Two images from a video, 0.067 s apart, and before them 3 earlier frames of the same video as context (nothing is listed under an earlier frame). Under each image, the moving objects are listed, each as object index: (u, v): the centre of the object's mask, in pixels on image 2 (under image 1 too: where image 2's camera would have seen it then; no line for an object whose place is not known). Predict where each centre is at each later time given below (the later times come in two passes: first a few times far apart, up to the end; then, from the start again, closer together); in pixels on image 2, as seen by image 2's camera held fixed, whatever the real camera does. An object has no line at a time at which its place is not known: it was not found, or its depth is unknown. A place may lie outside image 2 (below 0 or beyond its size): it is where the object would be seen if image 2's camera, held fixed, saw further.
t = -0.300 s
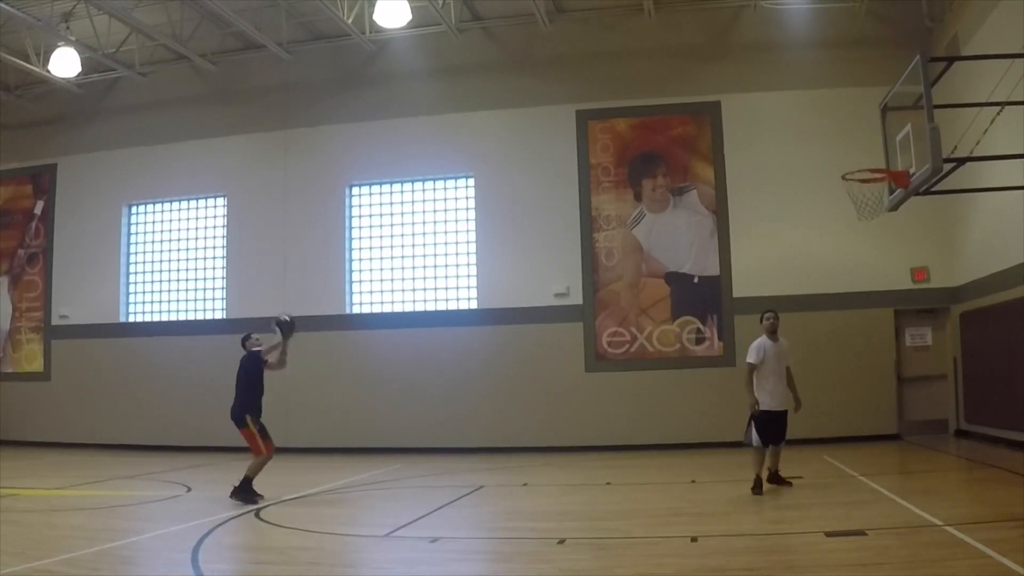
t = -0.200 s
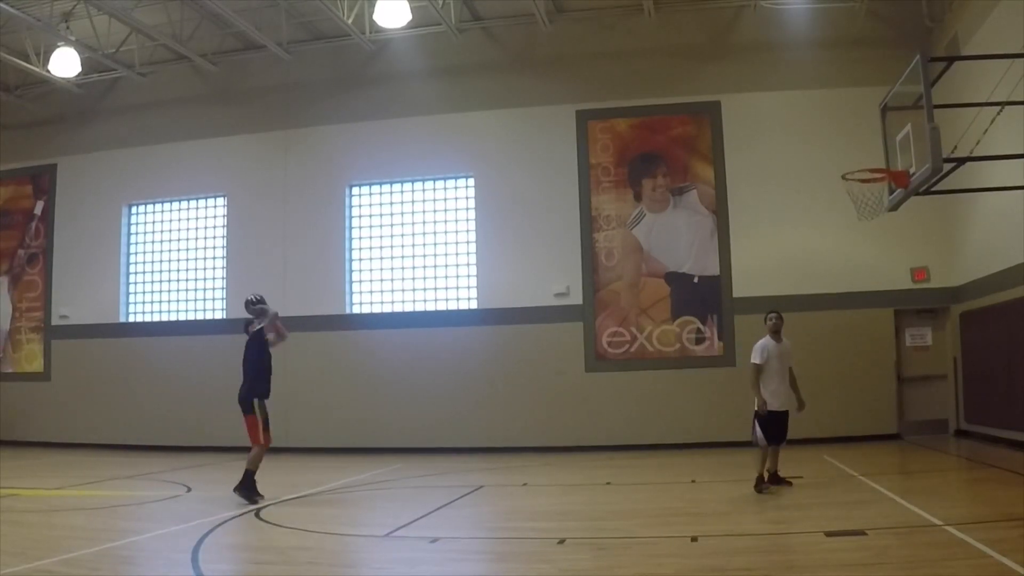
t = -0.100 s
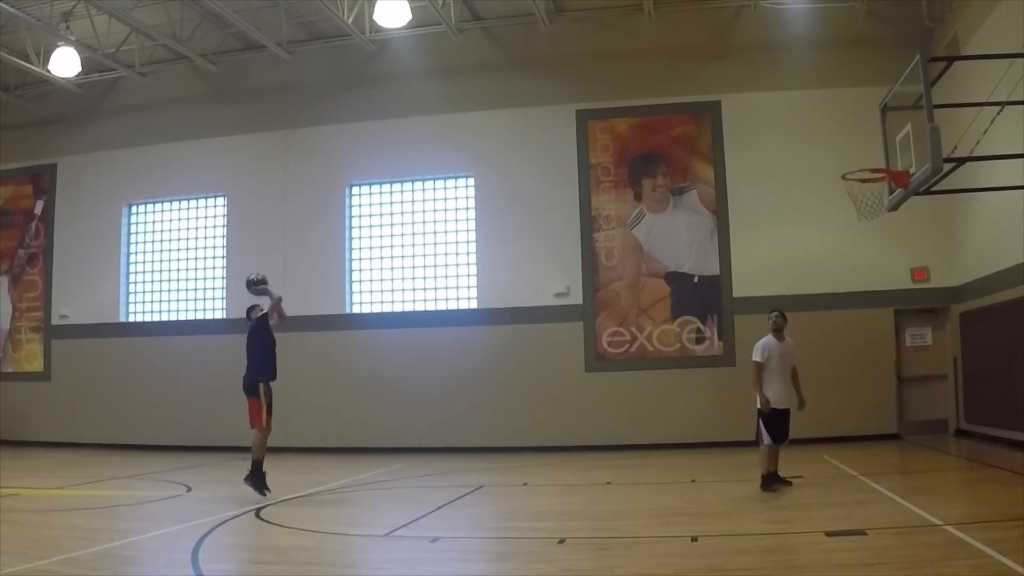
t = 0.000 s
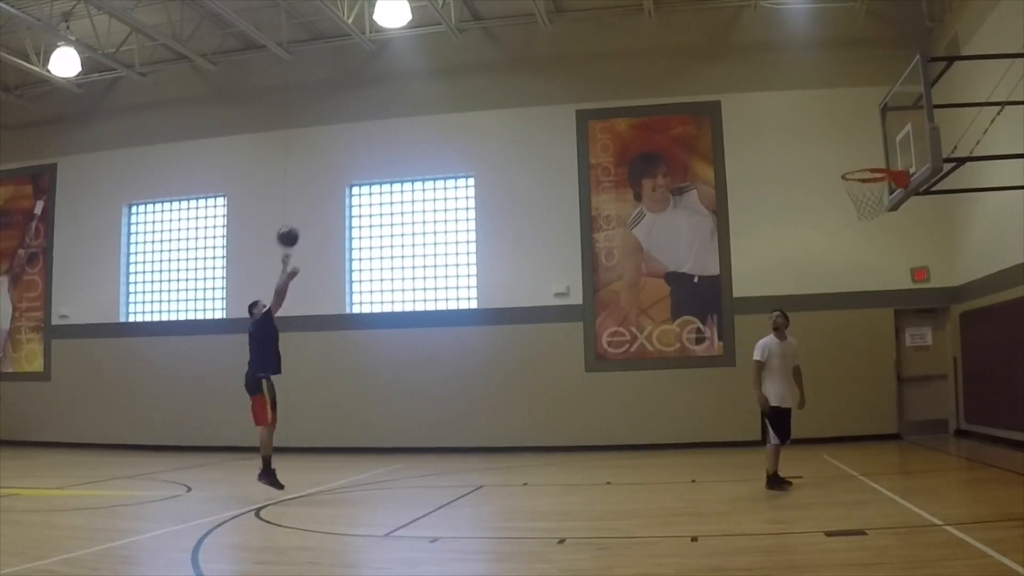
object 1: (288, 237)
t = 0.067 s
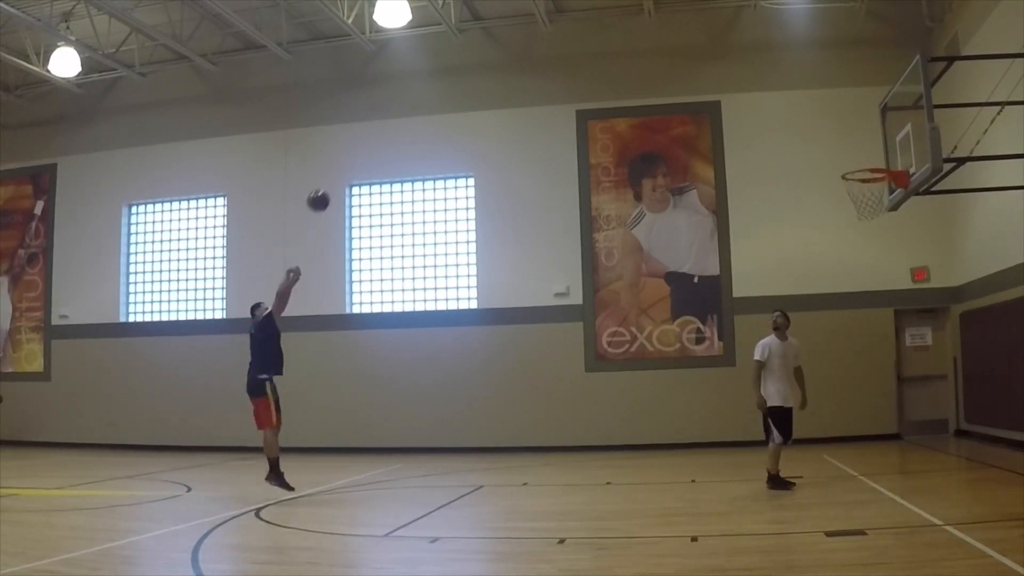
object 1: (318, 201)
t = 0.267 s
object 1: (413, 116)
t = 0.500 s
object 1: (527, 61)
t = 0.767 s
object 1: (662, 60)
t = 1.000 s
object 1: (787, 116)
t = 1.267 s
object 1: (875, 200)
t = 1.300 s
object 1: (872, 208)
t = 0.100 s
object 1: (334, 184)
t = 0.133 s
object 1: (349, 169)
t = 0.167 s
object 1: (365, 154)
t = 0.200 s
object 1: (381, 140)
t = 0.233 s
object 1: (397, 128)
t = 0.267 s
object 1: (413, 116)
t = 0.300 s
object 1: (429, 105)
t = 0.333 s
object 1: (445, 96)
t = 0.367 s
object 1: (461, 86)
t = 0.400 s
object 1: (477, 78)
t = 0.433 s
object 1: (493, 72)
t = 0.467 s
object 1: (510, 66)
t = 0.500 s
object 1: (527, 61)
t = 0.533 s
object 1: (544, 58)
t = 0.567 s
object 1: (560, 54)
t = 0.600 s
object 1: (577, 53)
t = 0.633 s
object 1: (593, 53)
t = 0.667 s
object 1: (610, 53)
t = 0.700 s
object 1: (627, 54)
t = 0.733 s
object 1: (645, 56)
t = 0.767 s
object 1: (662, 60)
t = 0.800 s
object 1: (680, 65)
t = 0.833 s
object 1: (698, 71)
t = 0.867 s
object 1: (716, 78)
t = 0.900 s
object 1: (733, 85)
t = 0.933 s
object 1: (751, 95)
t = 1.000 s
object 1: (787, 116)
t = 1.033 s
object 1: (806, 129)
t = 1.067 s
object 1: (824, 143)
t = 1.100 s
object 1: (843, 158)
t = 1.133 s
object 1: (857, 170)
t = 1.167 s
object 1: (872, 176)
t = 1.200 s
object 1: (882, 185)
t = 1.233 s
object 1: (880, 190)
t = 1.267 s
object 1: (875, 200)
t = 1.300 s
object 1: (872, 208)
